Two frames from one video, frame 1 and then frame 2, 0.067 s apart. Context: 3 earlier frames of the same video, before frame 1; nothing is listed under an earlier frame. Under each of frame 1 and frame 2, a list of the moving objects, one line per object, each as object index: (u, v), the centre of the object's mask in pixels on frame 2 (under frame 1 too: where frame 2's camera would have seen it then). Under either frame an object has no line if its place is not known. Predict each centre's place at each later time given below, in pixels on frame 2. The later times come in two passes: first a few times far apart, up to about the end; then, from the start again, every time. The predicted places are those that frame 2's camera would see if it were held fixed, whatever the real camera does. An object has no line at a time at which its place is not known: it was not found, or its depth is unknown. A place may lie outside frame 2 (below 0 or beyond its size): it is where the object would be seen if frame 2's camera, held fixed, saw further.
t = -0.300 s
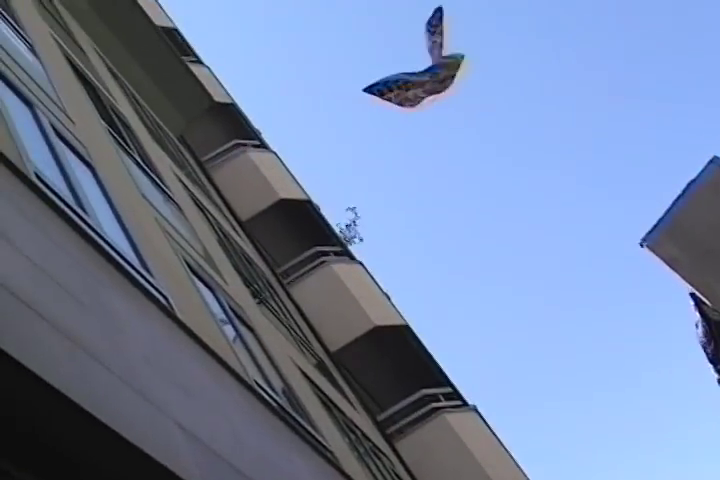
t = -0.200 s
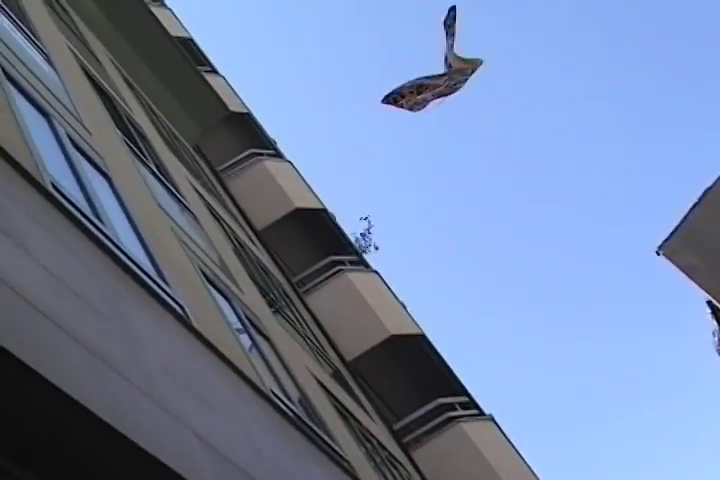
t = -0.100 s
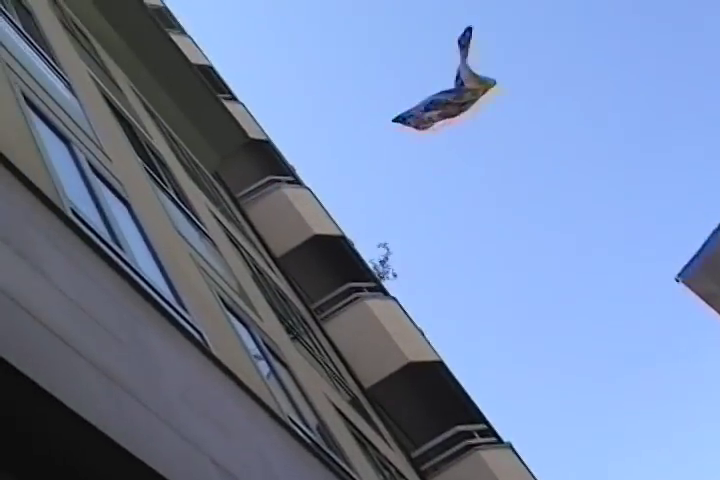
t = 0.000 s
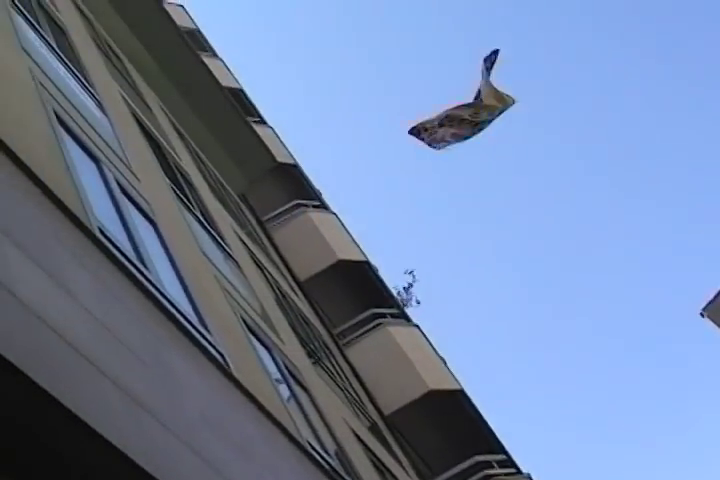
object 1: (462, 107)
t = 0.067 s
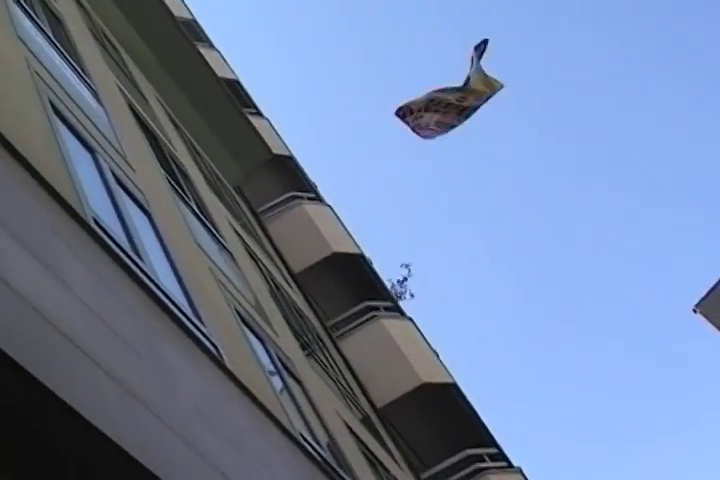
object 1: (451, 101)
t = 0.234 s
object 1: (420, 86)
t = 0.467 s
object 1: (398, 106)
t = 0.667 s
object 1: (398, 168)
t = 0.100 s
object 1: (445, 98)
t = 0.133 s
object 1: (438, 95)
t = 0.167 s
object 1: (432, 91)
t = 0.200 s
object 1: (426, 88)
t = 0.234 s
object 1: (420, 86)
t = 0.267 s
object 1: (415, 85)
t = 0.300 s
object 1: (411, 86)
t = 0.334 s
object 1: (408, 87)
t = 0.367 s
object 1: (405, 90)
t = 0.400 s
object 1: (403, 94)
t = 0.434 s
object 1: (400, 100)
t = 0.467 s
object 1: (398, 106)
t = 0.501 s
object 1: (396, 113)
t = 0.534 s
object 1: (395, 124)
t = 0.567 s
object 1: (395, 135)
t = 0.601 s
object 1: (396, 147)
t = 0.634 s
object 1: (397, 157)
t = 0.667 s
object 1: (398, 168)
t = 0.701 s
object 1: (397, 178)
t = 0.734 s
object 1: (397, 189)
